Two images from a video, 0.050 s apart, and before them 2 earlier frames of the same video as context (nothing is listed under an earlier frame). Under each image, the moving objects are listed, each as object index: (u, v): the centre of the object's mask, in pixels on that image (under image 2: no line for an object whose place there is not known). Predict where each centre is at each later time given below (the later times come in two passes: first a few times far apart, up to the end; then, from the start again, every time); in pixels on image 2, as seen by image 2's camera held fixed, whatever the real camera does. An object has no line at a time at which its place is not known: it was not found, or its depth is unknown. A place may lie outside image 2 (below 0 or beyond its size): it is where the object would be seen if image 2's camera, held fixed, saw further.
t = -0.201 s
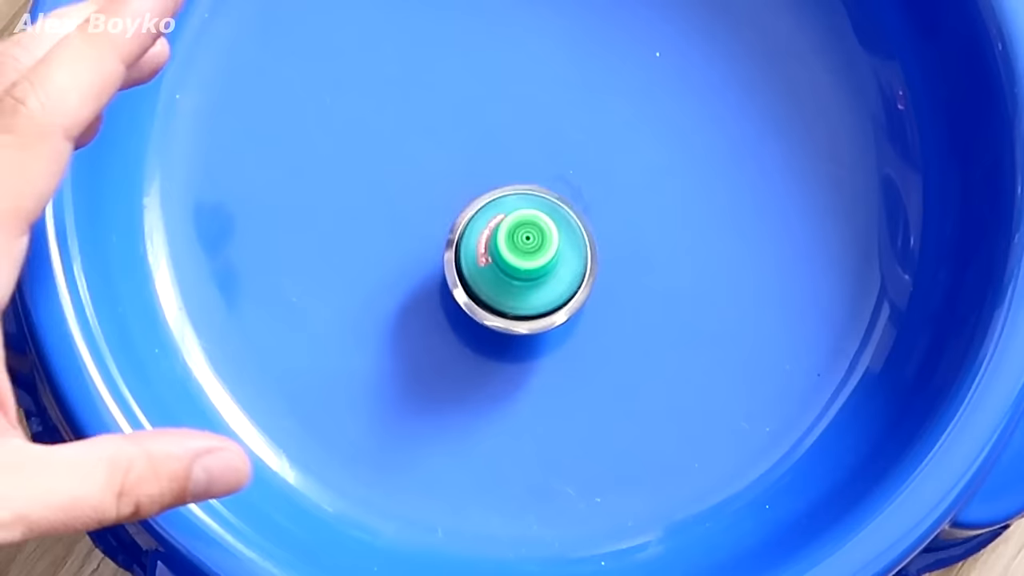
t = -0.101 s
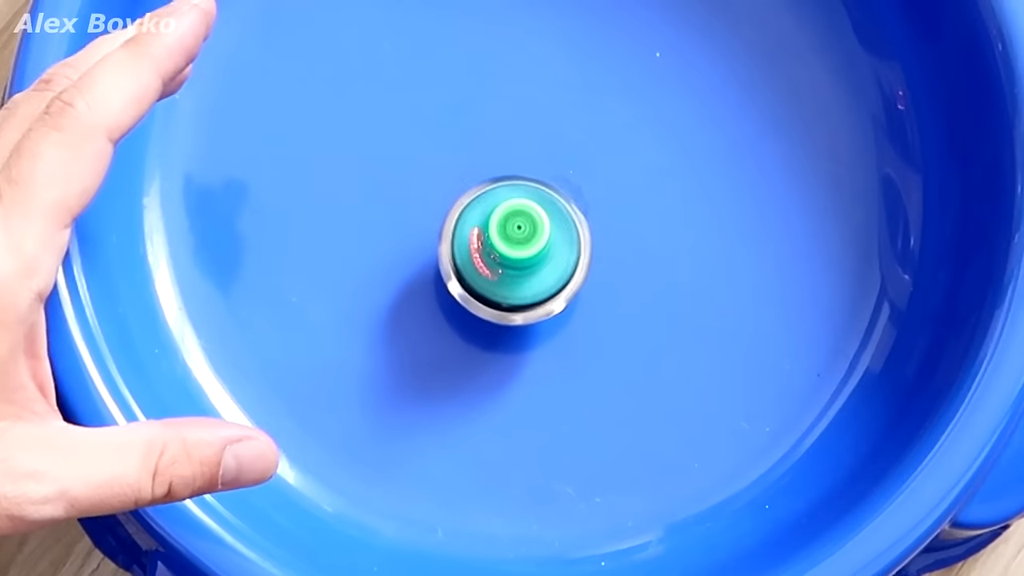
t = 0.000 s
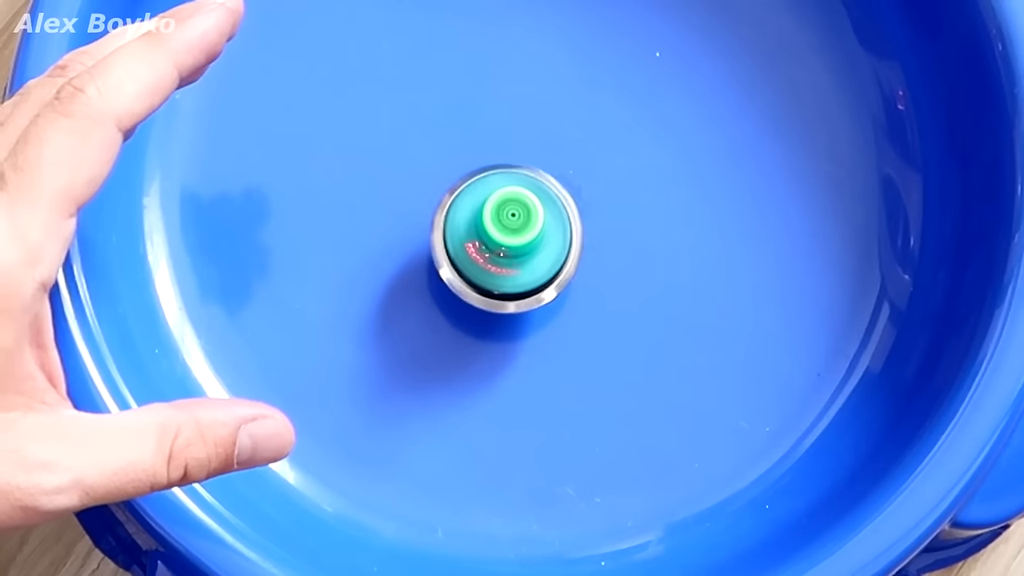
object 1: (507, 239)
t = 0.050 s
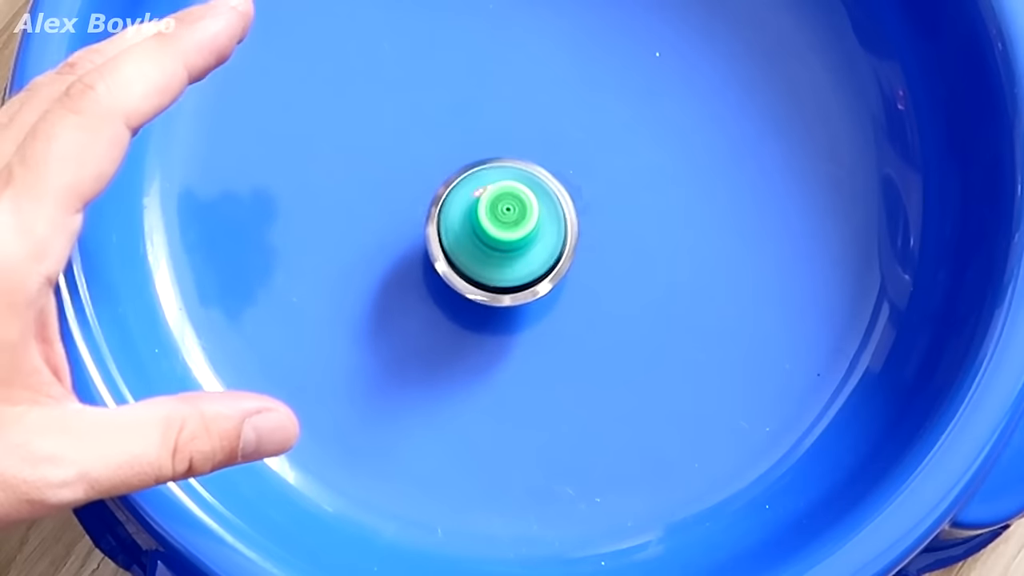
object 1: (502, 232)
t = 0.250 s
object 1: (484, 206)
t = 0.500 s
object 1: (465, 172)
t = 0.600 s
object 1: (459, 162)
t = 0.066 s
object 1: (501, 231)
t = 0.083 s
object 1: (498, 228)
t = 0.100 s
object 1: (498, 226)
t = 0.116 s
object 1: (495, 224)
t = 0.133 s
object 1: (495, 222)
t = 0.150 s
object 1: (492, 219)
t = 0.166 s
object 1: (492, 218)
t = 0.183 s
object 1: (490, 215)
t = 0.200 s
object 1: (489, 213)
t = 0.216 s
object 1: (487, 211)
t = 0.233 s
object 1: (487, 209)
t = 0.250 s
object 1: (484, 206)
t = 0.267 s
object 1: (484, 204)
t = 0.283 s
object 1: (481, 202)
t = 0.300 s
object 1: (481, 199)
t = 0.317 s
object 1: (478, 197)
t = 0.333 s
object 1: (478, 194)
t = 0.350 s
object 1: (476, 193)
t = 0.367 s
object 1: (476, 190)
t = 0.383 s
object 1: (473, 188)
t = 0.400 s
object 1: (473, 185)
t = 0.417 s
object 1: (471, 183)
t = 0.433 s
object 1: (471, 181)
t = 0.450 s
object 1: (469, 179)
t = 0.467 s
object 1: (468, 177)
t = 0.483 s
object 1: (466, 175)
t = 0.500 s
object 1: (465, 172)
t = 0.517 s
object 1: (464, 171)
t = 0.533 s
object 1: (463, 168)
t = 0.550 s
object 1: (461, 167)
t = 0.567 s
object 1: (461, 165)
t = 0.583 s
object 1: (459, 164)
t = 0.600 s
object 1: (459, 162)
